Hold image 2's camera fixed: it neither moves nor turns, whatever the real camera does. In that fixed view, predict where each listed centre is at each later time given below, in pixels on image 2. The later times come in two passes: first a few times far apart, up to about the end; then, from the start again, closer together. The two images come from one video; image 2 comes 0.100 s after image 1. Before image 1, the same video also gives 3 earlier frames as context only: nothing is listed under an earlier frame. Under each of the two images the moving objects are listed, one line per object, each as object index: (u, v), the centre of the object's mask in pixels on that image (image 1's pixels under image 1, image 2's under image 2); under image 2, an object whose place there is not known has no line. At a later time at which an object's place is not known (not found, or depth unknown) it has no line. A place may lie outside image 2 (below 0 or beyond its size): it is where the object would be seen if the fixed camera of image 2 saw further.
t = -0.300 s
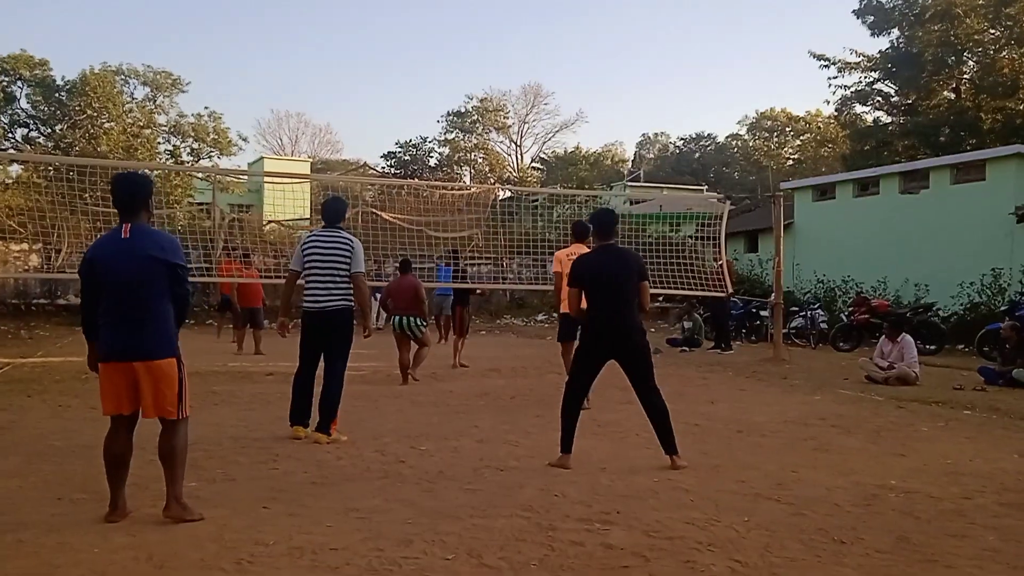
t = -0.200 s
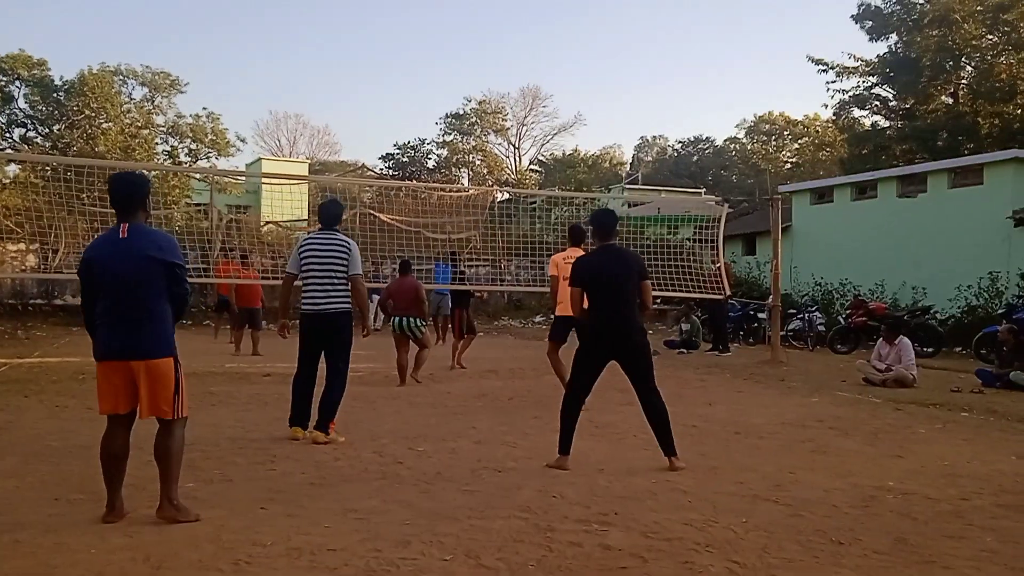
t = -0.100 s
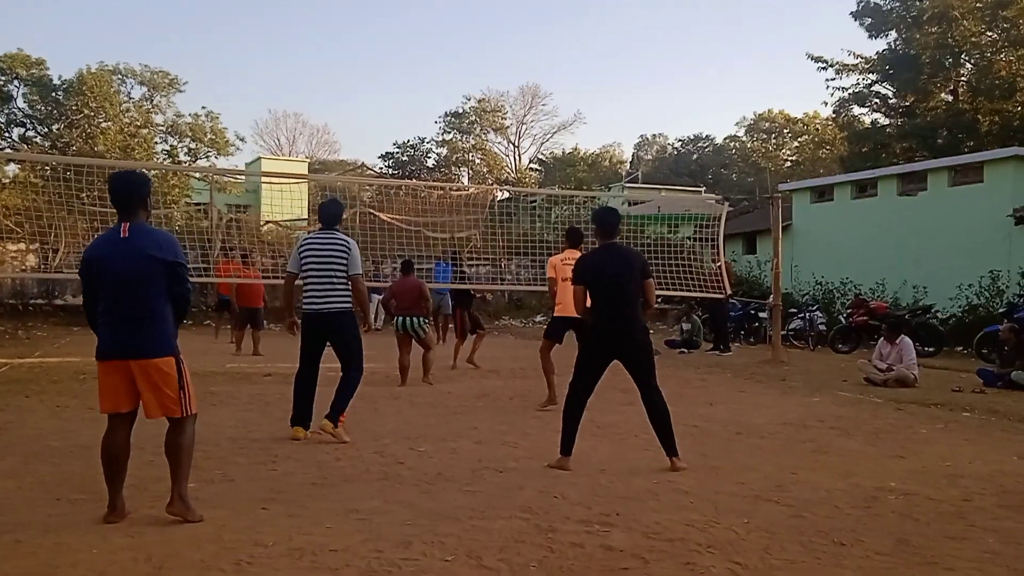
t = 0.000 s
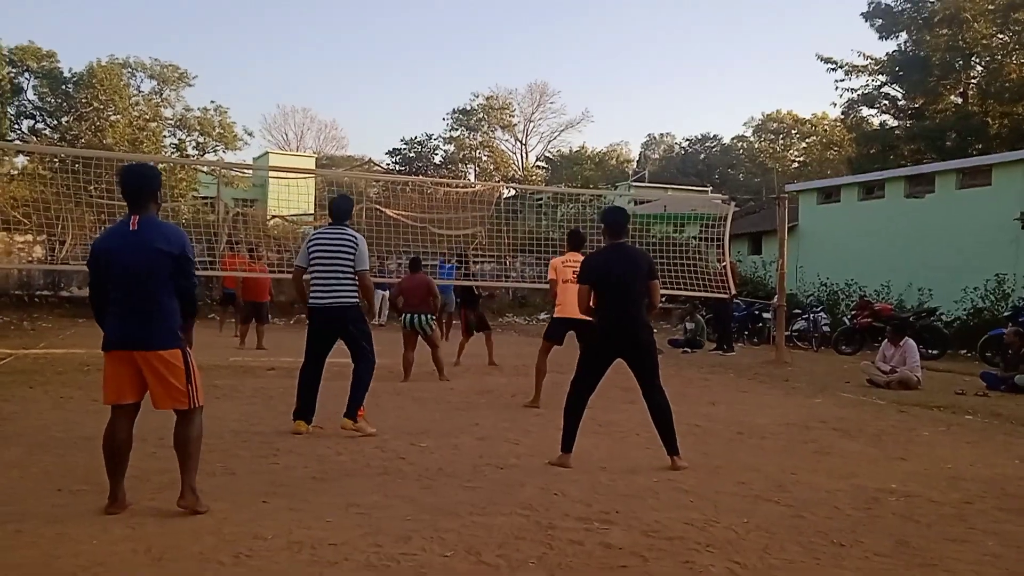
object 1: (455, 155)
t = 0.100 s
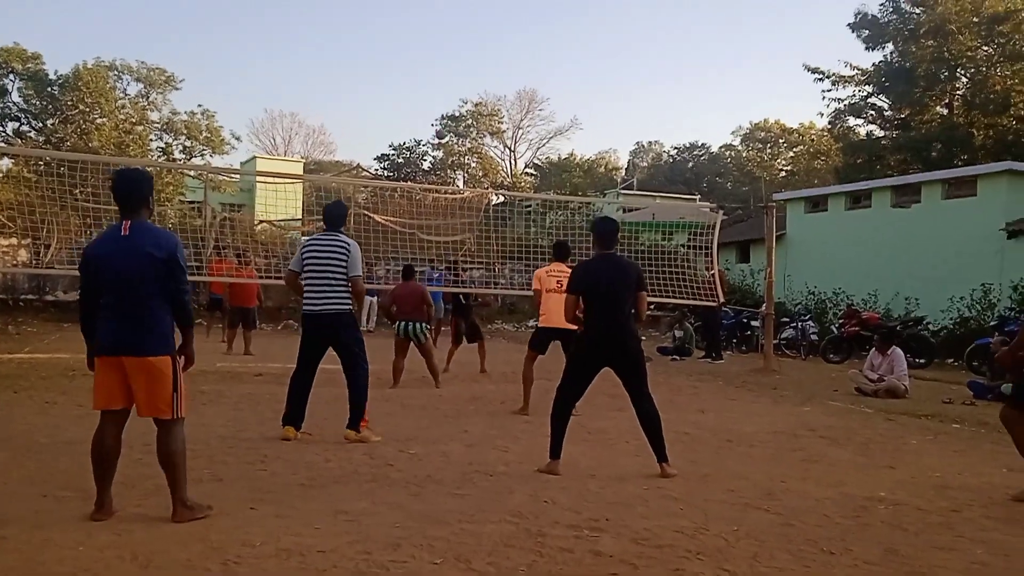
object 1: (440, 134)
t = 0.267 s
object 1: (437, 92)
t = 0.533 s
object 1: (425, 50)
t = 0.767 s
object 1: (405, 61)
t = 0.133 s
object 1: (440, 124)
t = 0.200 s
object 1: (439, 108)
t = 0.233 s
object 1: (438, 100)
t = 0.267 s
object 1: (437, 92)
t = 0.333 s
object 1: (435, 79)
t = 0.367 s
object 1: (434, 73)
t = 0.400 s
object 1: (433, 67)
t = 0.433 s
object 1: (431, 61)
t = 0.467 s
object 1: (429, 56)
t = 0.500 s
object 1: (427, 52)
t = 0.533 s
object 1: (425, 50)
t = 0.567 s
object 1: (423, 49)
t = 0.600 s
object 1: (421, 47)
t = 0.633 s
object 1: (419, 47)
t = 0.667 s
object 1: (416, 49)
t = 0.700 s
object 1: (412, 52)
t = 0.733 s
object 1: (409, 56)
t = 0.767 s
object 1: (405, 61)
